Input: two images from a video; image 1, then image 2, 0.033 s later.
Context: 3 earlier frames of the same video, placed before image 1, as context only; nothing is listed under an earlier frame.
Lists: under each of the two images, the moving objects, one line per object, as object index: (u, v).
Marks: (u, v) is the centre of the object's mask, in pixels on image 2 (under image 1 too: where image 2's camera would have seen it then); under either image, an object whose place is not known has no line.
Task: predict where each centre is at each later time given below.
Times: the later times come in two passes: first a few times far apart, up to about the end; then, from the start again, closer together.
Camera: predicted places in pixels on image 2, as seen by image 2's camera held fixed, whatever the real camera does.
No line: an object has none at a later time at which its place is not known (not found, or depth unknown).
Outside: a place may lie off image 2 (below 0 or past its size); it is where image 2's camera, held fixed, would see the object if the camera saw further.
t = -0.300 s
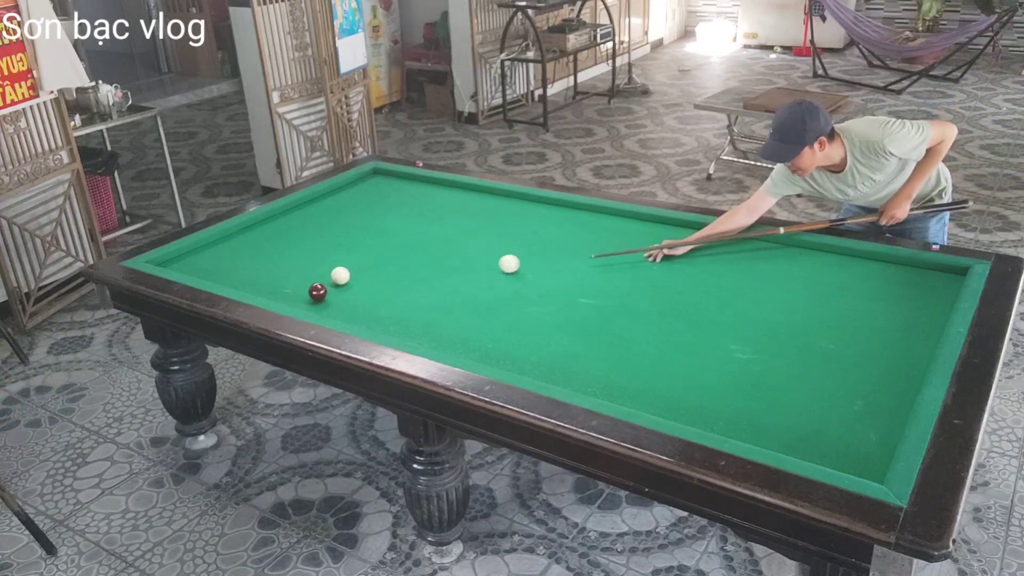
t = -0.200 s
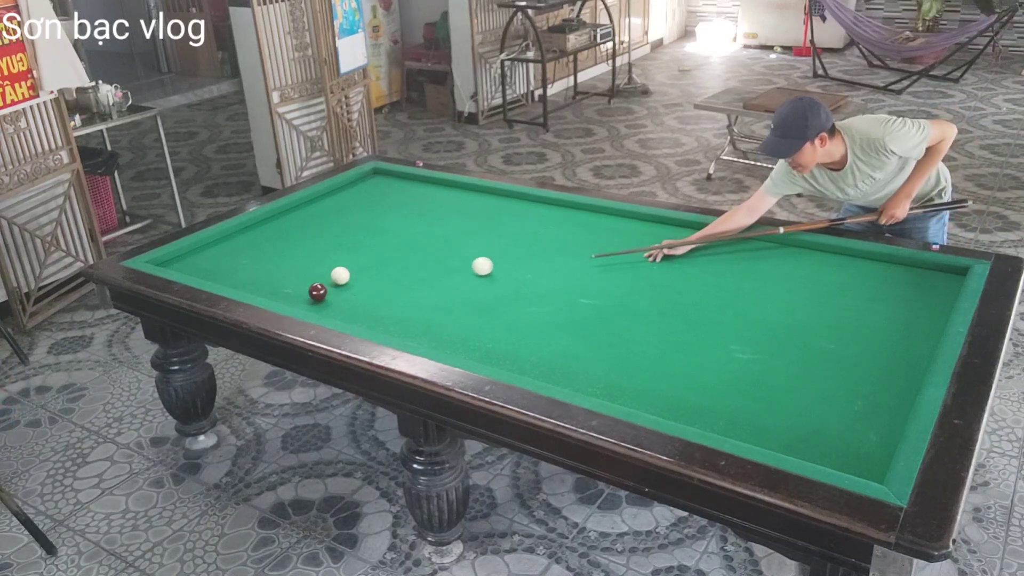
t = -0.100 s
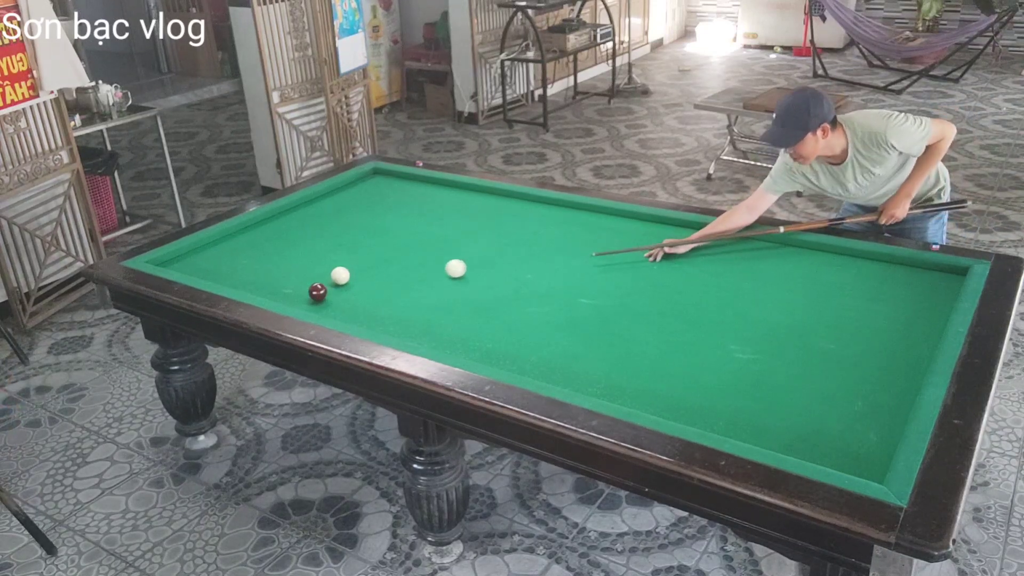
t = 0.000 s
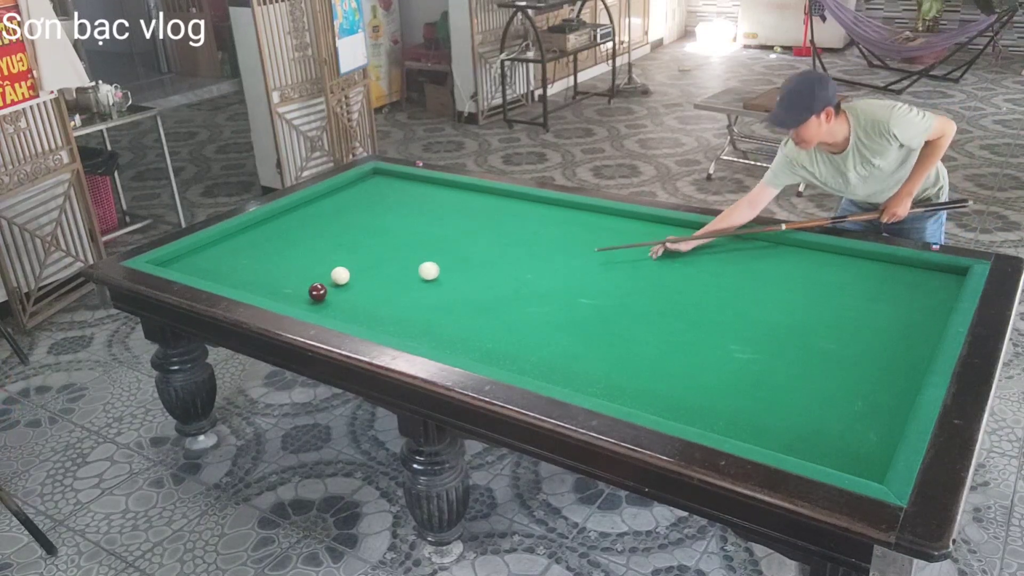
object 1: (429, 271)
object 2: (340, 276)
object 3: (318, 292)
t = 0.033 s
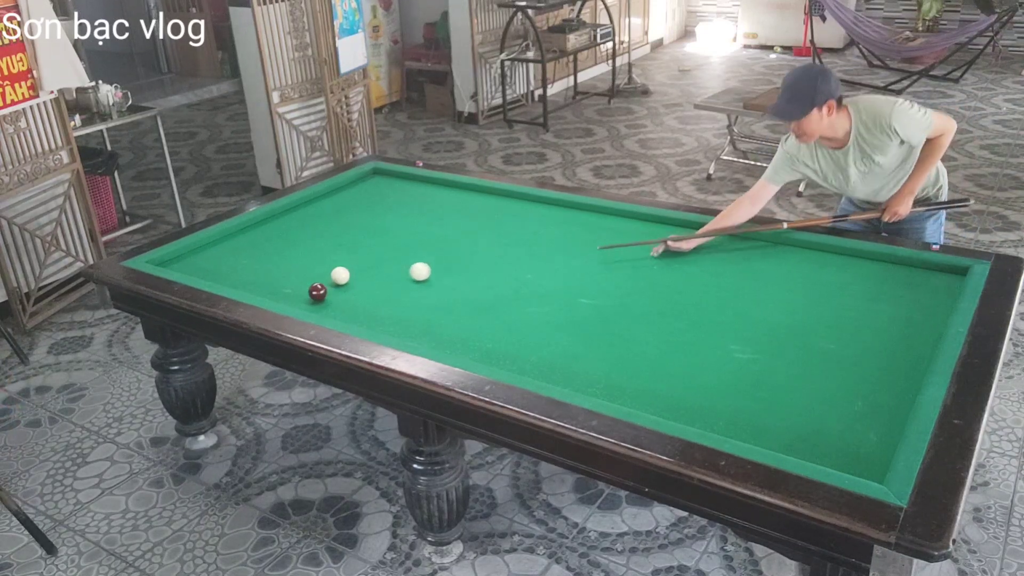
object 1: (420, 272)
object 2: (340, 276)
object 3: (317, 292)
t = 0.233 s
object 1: (366, 276)
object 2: (340, 275)
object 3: (317, 292)
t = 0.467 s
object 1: (339, 285)
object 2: (306, 273)
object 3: (317, 292)
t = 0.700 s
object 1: (332, 289)
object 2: (275, 270)
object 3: (302, 296)
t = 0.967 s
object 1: (328, 292)
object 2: (241, 267)
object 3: (284, 299)
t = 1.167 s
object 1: (325, 294)
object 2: (216, 264)
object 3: (284, 297)
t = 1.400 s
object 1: (323, 296)
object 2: (189, 262)
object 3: (286, 296)
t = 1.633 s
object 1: (320, 298)
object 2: (165, 259)
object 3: (288, 294)
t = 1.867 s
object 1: (317, 299)
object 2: (170, 263)
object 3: (290, 290)
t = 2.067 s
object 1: (315, 301)
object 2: (175, 266)
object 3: (292, 288)
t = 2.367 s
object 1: (314, 302)
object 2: (184, 269)
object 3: (295, 285)
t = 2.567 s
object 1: (313, 302)
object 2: (192, 271)
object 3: (297, 284)
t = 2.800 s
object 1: (313, 302)
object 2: (201, 272)
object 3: (298, 282)
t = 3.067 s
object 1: (313, 302)
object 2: (211, 274)
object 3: (300, 281)
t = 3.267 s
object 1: (313, 302)
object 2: (217, 275)
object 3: (302, 281)
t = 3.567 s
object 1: (313, 302)
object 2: (227, 276)
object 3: (303, 281)
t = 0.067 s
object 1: (411, 272)
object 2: (340, 276)
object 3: (317, 292)
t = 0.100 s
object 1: (402, 273)
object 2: (340, 276)
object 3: (317, 292)
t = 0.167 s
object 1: (384, 275)
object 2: (340, 276)
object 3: (318, 292)
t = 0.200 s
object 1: (375, 275)
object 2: (340, 276)
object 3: (317, 292)
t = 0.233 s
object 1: (366, 276)
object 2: (340, 275)
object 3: (317, 292)
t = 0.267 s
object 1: (358, 277)
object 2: (339, 275)
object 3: (317, 292)
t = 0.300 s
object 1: (355, 278)
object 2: (333, 275)
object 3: (317, 292)
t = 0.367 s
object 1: (349, 281)
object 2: (321, 274)
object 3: (317, 292)
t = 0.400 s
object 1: (346, 282)
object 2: (316, 273)
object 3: (318, 292)
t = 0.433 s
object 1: (342, 283)
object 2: (311, 273)
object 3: (318, 292)
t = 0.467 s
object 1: (339, 285)
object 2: (306, 273)
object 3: (317, 292)
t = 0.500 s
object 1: (336, 286)
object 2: (302, 272)
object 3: (317, 292)
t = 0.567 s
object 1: (334, 287)
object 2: (293, 271)
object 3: (312, 293)
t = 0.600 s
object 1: (334, 287)
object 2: (288, 271)
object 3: (309, 294)
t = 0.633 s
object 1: (333, 288)
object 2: (284, 271)
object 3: (307, 295)
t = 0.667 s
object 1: (332, 288)
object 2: (279, 270)
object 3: (304, 296)
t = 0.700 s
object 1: (332, 289)
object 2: (275, 270)
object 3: (302, 296)
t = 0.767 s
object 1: (331, 289)
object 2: (266, 269)
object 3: (297, 298)
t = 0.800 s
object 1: (330, 290)
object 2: (262, 269)
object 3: (295, 298)
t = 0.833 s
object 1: (330, 290)
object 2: (258, 268)
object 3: (292, 298)
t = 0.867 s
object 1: (329, 291)
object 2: (253, 268)
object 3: (290, 299)
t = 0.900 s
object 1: (329, 291)
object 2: (249, 268)
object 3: (288, 299)
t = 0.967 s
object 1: (328, 292)
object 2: (241, 267)
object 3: (284, 299)
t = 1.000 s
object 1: (327, 292)
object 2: (237, 266)
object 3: (282, 299)
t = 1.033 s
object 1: (327, 293)
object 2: (233, 266)
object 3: (282, 298)
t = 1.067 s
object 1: (327, 293)
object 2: (228, 266)
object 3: (283, 298)
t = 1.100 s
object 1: (326, 293)
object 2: (224, 265)
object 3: (283, 298)
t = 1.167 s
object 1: (325, 294)
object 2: (216, 264)
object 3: (284, 297)
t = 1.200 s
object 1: (325, 294)
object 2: (212, 264)
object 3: (284, 297)
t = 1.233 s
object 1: (325, 295)
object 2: (208, 264)
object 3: (284, 297)
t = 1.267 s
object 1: (324, 295)
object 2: (205, 263)
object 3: (284, 297)
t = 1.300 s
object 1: (324, 295)
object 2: (201, 263)
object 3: (284, 296)
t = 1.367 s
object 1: (323, 296)
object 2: (193, 262)
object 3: (285, 296)
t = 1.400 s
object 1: (323, 296)
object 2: (189, 262)
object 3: (286, 296)
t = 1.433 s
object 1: (322, 297)
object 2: (185, 261)
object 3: (286, 296)
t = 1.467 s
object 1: (322, 297)
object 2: (182, 261)
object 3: (286, 295)
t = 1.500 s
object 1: (321, 297)
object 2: (178, 261)
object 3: (287, 295)
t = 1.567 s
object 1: (321, 298)
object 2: (171, 260)
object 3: (287, 294)
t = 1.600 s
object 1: (320, 298)
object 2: (167, 260)
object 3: (287, 294)
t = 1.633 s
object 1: (320, 298)
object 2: (165, 259)
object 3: (288, 294)
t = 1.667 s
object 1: (319, 298)
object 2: (166, 260)
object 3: (288, 293)
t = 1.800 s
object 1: (318, 299)
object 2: (169, 262)
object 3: (290, 291)
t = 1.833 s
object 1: (318, 299)
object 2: (170, 263)
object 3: (290, 291)
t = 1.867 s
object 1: (317, 299)
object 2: (170, 263)
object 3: (290, 290)
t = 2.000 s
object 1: (316, 300)
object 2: (173, 265)
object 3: (291, 288)
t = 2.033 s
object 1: (316, 300)
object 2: (174, 266)
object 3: (292, 288)
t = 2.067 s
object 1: (315, 301)
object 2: (175, 266)
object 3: (292, 288)
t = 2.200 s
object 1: (315, 301)
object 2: (178, 268)
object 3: (294, 287)
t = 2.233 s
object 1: (314, 301)
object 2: (179, 268)
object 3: (294, 287)
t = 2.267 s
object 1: (314, 302)
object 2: (180, 268)
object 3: (294, 286)
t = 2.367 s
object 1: (314, 302)
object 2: (184, 269)
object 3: (295, 285)
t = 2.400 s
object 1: (314, 302)
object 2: (186, 269)
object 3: (295, 285)
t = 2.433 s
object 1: (313, 302)
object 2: (187, 270)
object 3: (296, 285)
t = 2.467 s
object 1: (313, 302)
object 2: (189, 270)
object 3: (296, 285)
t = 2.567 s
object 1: (313, 302)
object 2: (192, 271)
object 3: (297, 284)
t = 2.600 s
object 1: (313, 302)
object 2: (194, 271)
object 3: (297, 284)
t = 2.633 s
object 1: (313, 302)
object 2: (195, 271)
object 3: (297, 283)
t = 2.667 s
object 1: (313, 302)
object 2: (196, 271)
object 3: (297, 283)
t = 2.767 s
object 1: (313, 302)
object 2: (200, 272)
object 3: (298, 283)
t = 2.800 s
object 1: (313, 302)
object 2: (201, 272)
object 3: (298, 282)
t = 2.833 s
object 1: (313, 302)
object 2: (202, 272)
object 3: (299, 282)
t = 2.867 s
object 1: (313, 302)
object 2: (203, 273)
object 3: (299, 282)
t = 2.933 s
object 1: (313, 302)
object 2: (206, 273)
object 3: (300, 282)
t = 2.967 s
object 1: (313, 302)
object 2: (207, 273)
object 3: (300, 282)
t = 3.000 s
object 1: (313, 302)
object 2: (208, 273)
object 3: (300, 282)
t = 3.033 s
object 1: (313, 302)
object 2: (209, 273)
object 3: (300, 281)
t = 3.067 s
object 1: (313, 302)
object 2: (211, 274)
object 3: (300, 281)
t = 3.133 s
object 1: (313, 302)
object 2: (213, 274)
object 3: (301, 281)
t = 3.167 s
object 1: (313, 302)
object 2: (214, 274)
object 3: (301, 281)
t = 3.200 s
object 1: (313, 302)
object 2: (215, 274)
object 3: (301, 281)
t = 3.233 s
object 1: (313, 302)
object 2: (216, 275)
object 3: (301, 281)
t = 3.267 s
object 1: (313, 302)
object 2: (217, 275)
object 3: (302, 281)
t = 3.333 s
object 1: (313, 302)
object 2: (219, 275)
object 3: (302, 281)
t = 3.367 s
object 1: (313, 302)
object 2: (221, 275)
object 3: (302, 281)
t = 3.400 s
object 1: (313, 302)
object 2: (222, 275)
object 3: (302, 281)
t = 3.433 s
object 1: (313, 302)
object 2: (223, 276)
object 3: (303, 281)
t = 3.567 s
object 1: (313, 302)
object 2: (227, 276)
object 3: (303, 281)
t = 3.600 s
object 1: (313, 302)
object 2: (228, 276)
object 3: (303, 281)
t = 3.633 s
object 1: (313, 302)
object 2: (229, 276)
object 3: (303, 281)
